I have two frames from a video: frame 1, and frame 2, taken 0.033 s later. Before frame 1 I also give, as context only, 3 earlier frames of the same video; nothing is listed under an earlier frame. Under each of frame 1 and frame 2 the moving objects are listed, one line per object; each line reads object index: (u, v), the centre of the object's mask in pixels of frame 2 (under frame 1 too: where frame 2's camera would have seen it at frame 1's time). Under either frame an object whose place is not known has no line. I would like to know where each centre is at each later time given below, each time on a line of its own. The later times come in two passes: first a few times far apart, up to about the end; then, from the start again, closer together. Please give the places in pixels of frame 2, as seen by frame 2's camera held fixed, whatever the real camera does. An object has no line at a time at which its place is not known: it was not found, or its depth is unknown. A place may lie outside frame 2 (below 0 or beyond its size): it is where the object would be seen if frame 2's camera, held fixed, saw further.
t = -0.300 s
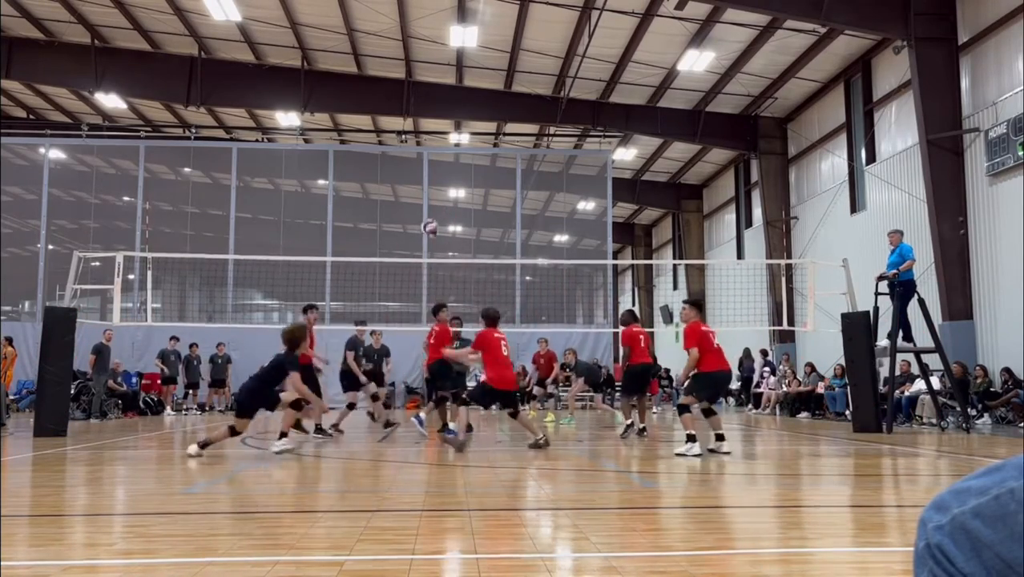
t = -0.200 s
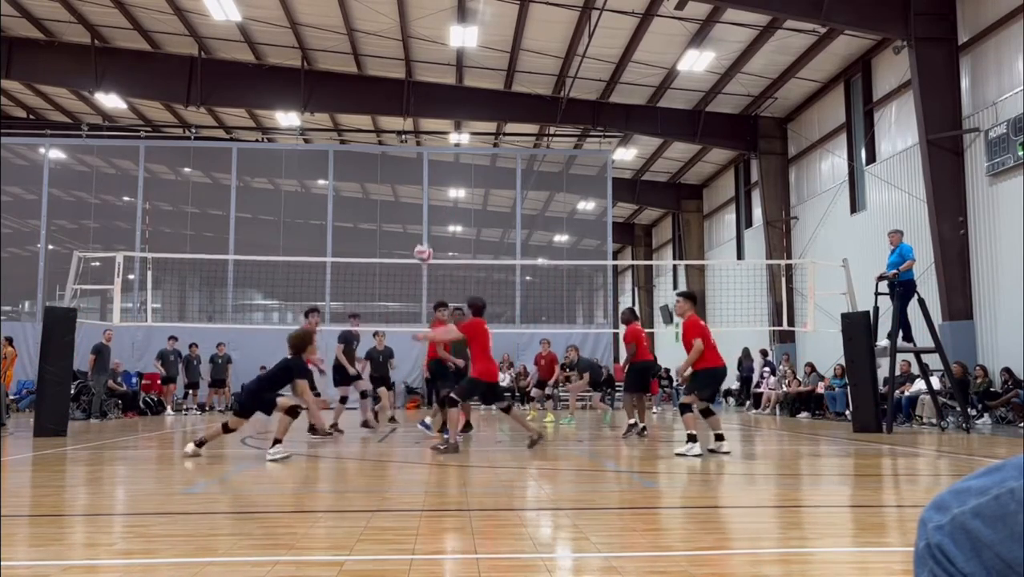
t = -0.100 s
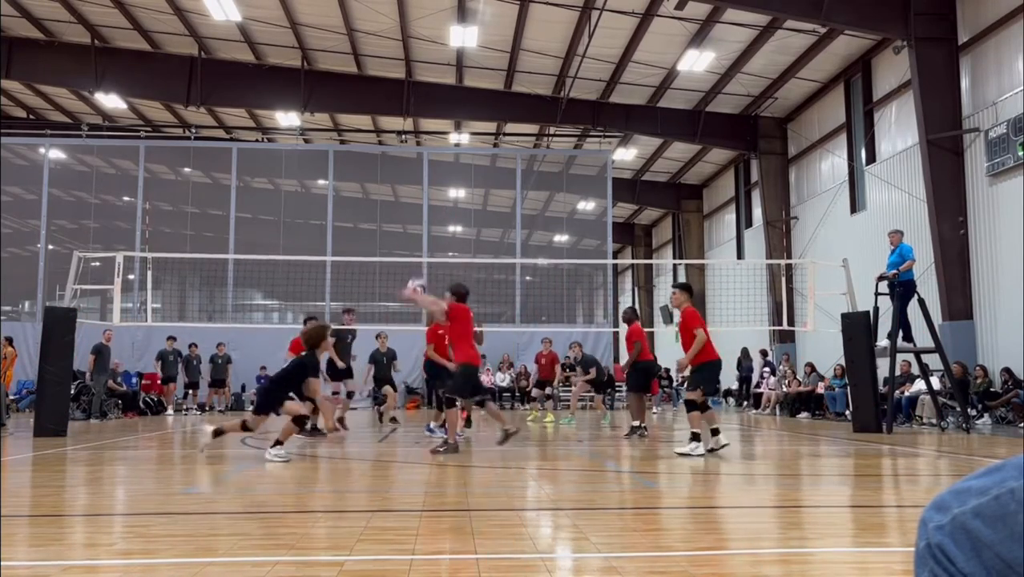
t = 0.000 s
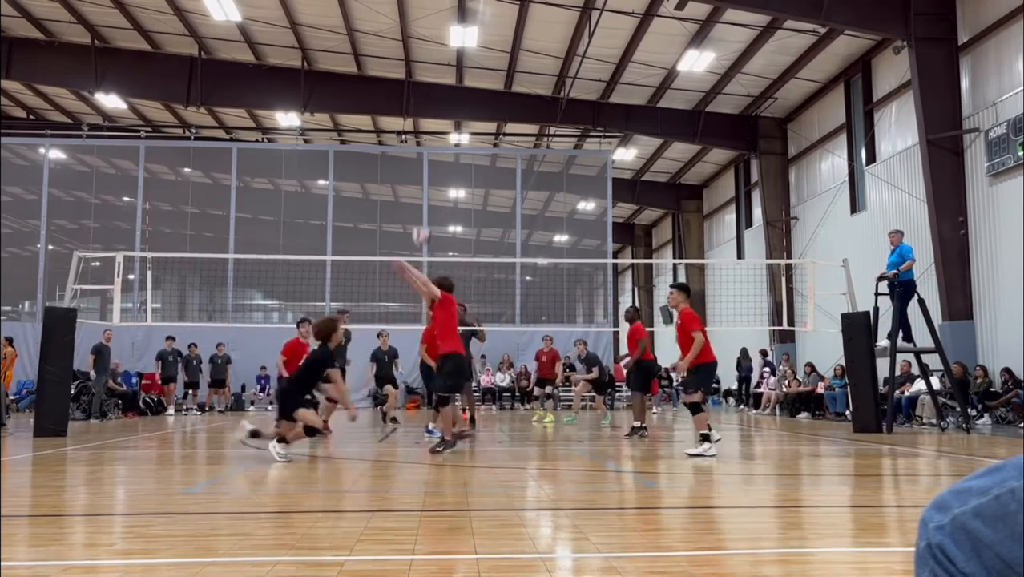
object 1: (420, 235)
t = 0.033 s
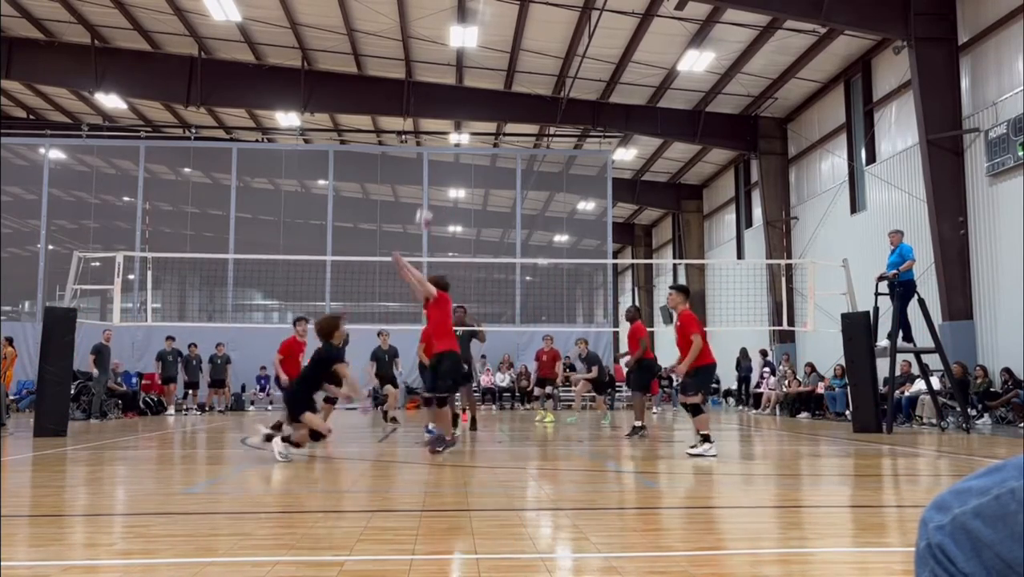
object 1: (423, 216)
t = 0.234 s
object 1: (431, 138)
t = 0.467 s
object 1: (447, 97)
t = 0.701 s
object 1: (458, 102)
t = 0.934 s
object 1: (469, 154)
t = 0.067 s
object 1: (425, 202)
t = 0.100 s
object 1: (428, 186)
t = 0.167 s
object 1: (431, 161)
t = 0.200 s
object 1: (431, 150)
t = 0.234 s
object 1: (431, 138)
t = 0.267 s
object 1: (435, 130)
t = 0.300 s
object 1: (438, 121)
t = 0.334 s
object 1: (439, 113)
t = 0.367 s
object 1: (440, 108)
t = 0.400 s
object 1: (443, 104)
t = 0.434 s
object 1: (445, 100)
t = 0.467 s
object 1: (447, 97)
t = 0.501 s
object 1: (449, 95)
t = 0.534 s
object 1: (449, 94)
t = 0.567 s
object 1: (450, 93)
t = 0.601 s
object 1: (452, 92)
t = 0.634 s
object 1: (454, 93)
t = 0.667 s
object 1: (457, 98)
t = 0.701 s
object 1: (458, 102)
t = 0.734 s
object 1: (459, 105)
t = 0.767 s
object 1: (461, 110)
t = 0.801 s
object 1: (464, 117)
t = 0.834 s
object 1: (465, 124)
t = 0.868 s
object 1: (469, 132)
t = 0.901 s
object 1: (469, 145)
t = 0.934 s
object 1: (469, 154)
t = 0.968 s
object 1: (472, 166)
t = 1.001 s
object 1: (474, 177)
